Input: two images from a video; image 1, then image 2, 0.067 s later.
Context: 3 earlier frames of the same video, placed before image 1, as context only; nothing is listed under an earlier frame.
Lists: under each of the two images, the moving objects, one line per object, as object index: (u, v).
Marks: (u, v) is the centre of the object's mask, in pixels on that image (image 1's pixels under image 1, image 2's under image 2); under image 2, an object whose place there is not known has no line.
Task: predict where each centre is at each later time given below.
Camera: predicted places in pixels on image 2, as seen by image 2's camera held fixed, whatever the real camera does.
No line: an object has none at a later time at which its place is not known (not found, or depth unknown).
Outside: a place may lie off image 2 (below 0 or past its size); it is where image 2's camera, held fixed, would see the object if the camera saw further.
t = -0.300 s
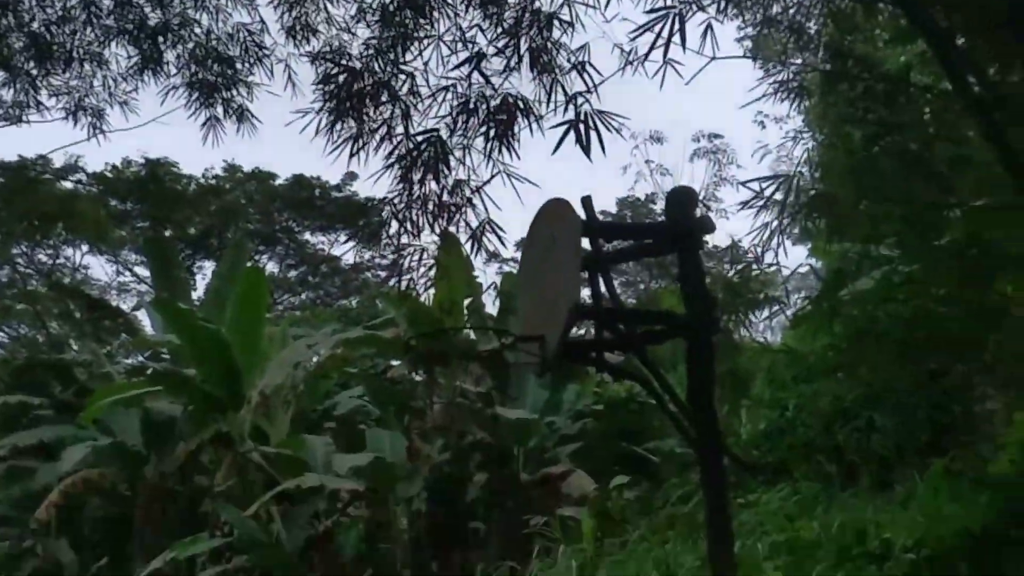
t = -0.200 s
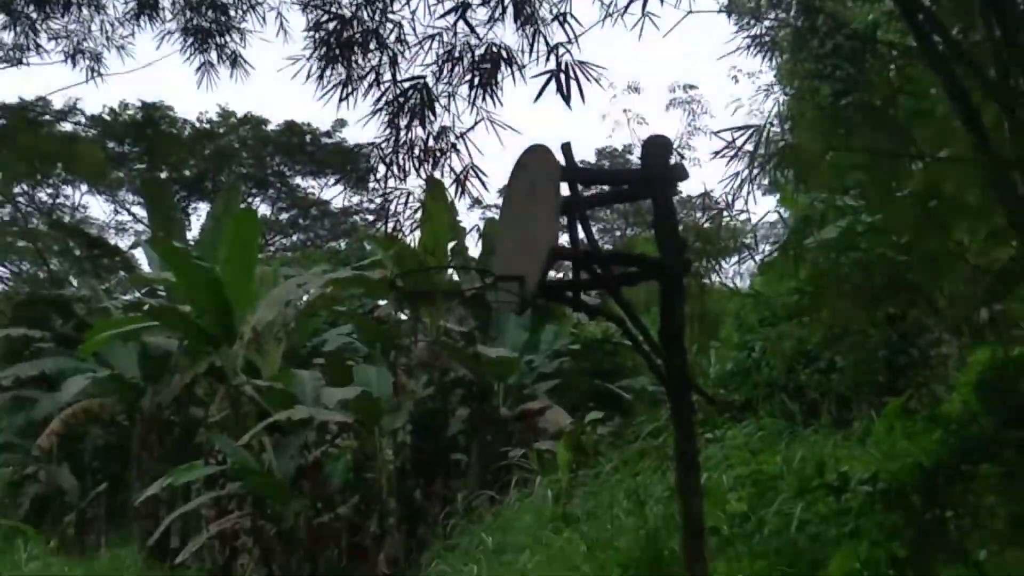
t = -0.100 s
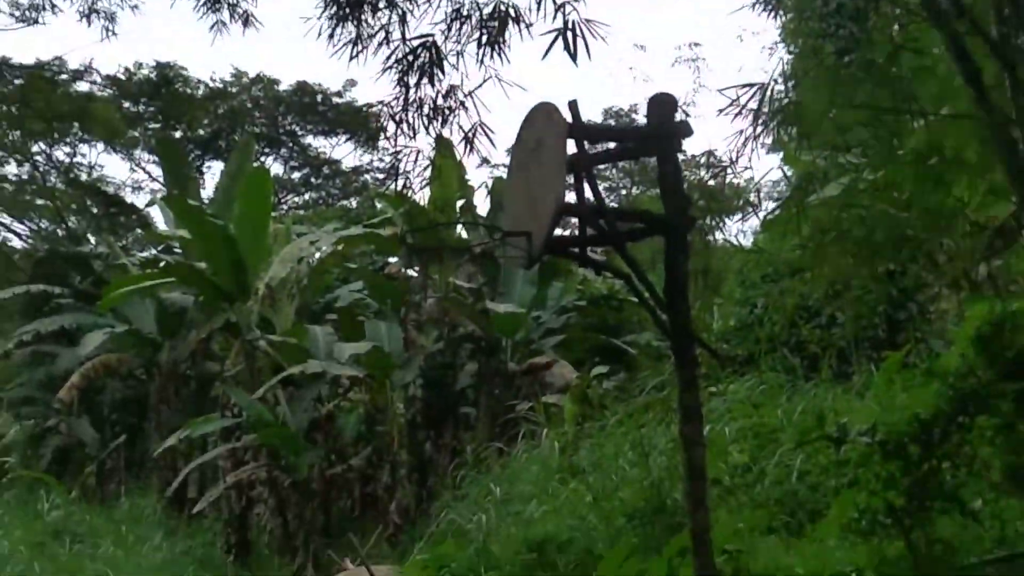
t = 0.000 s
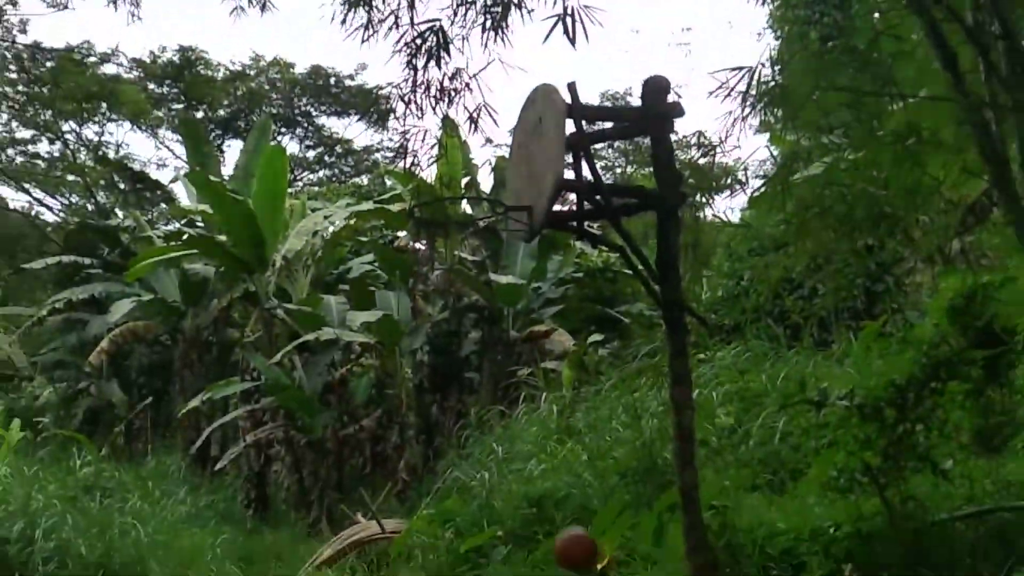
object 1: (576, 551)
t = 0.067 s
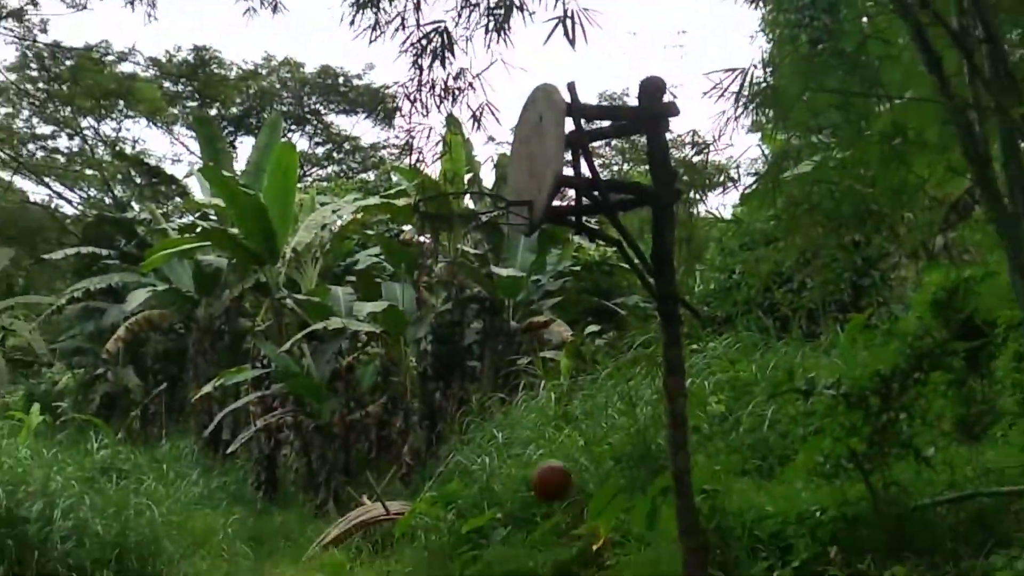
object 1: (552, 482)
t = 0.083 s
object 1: (547, 471)
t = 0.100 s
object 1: (542, 461)
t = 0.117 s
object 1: (537, 450)
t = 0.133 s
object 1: (532, 440)
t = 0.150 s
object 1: (527, 431)
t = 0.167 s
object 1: (522, 423)
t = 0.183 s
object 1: (518, 414)
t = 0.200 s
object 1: (514, 406)
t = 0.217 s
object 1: (509, 399)
